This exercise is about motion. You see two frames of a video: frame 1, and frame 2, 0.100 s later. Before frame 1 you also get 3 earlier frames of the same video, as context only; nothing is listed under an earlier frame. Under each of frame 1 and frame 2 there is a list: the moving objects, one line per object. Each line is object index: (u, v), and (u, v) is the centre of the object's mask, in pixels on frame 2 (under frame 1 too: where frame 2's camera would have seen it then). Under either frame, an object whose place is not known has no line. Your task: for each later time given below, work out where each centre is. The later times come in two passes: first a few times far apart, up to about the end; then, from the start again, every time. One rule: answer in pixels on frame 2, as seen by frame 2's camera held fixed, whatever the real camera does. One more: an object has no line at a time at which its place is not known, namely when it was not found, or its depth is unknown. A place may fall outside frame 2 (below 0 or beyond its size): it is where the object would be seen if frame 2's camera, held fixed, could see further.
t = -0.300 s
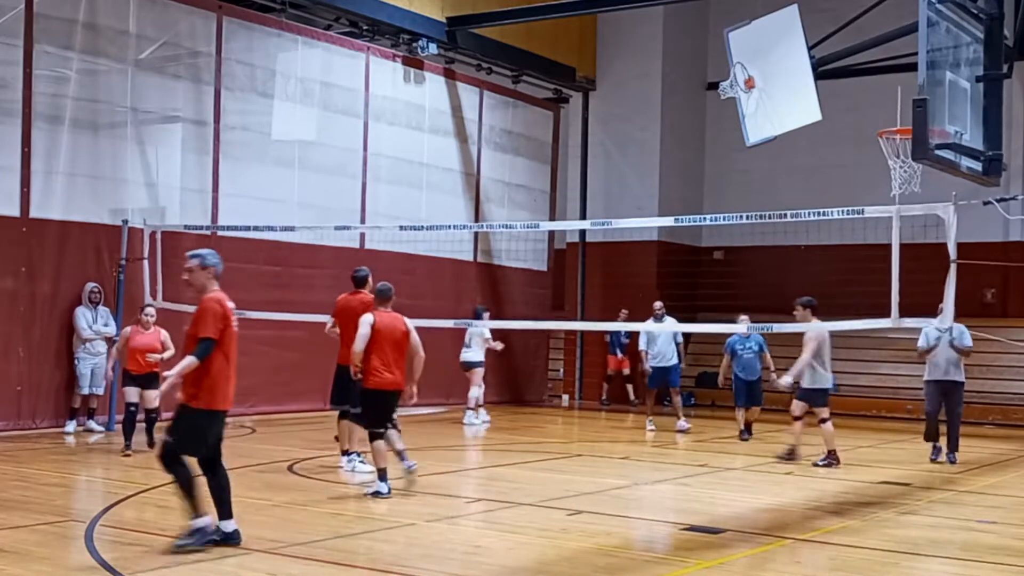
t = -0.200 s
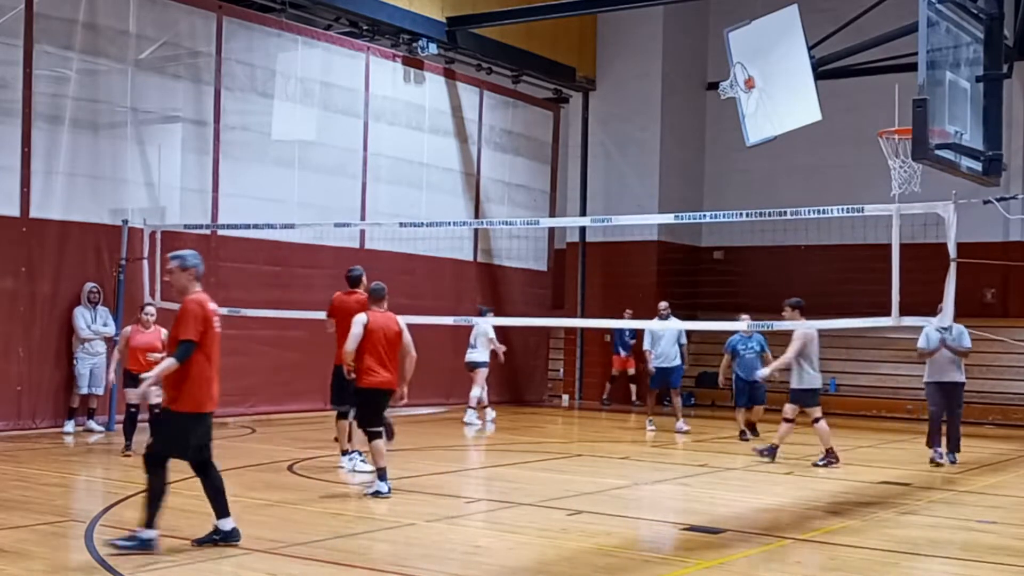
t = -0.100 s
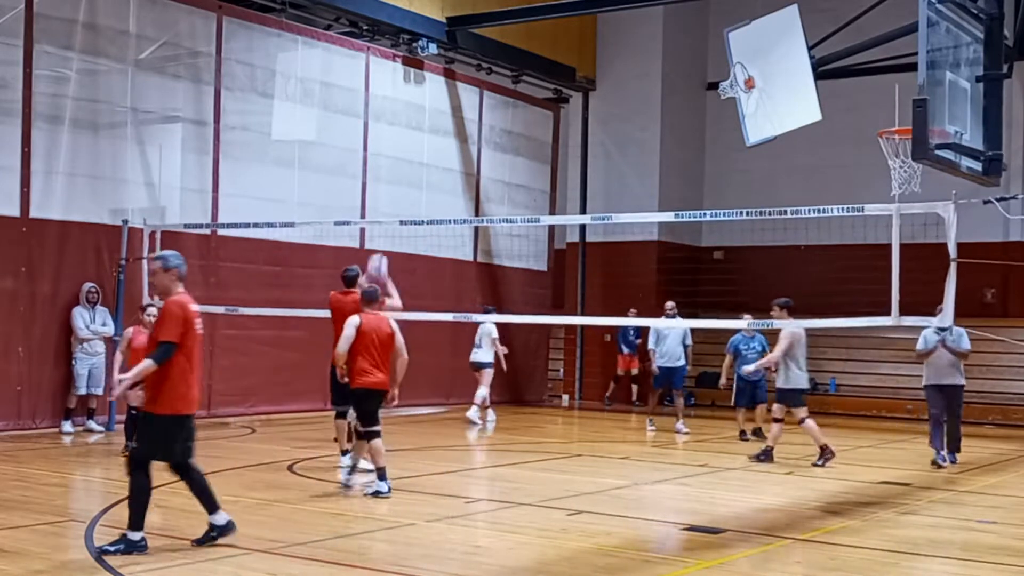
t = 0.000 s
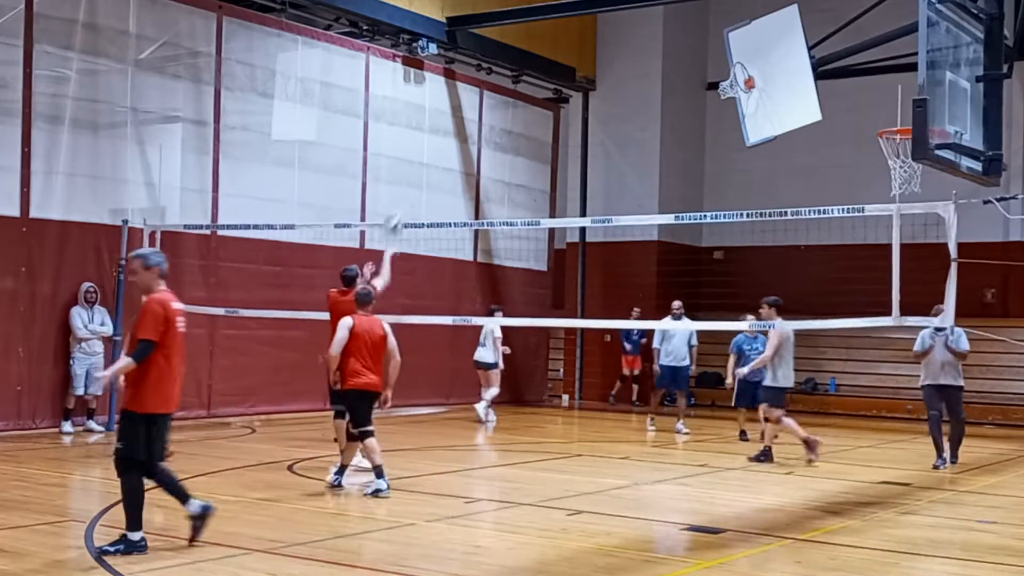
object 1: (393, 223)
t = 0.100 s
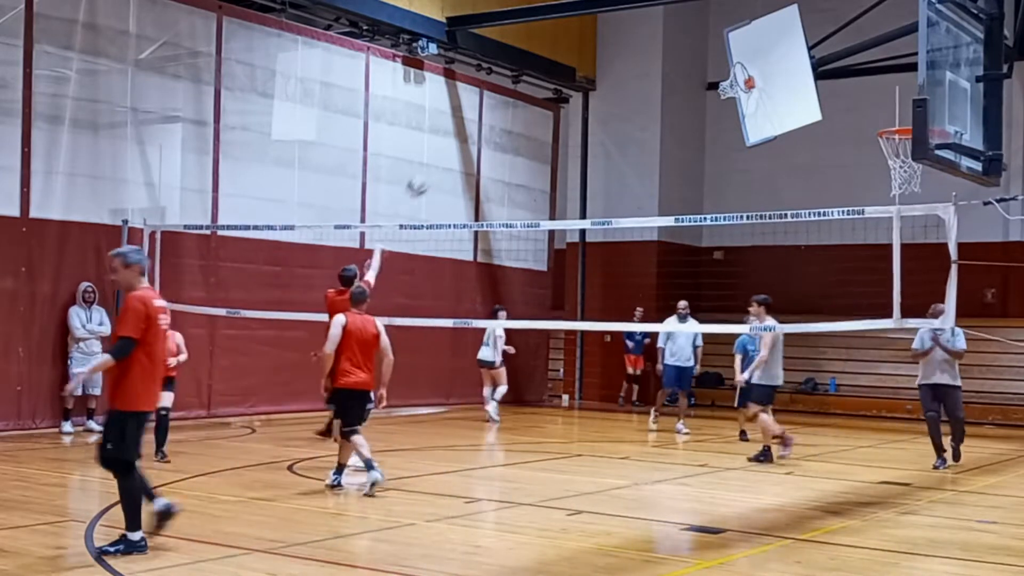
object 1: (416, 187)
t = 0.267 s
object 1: (452, 150)
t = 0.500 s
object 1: (492, 143)
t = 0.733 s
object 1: (524, 178)
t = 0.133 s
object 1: (425, 177)
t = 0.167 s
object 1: (432, 167)
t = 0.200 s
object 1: (438, 162)
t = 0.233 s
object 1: (445, 154)
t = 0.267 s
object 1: (452, 150)
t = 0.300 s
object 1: (459, 145)
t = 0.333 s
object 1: (464, 142)
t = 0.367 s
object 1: (469, 141)
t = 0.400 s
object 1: (475, 138)
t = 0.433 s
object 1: (480, 140)
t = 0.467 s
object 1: (486, 141)
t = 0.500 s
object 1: (492, 143)
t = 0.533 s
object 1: (497, 145)
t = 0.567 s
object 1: (502, 148)
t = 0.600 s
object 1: (506, 153)
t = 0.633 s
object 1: (511, 159)
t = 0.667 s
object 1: (515, 163)
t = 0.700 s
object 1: (520, 171)
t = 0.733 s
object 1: (524, 178)
